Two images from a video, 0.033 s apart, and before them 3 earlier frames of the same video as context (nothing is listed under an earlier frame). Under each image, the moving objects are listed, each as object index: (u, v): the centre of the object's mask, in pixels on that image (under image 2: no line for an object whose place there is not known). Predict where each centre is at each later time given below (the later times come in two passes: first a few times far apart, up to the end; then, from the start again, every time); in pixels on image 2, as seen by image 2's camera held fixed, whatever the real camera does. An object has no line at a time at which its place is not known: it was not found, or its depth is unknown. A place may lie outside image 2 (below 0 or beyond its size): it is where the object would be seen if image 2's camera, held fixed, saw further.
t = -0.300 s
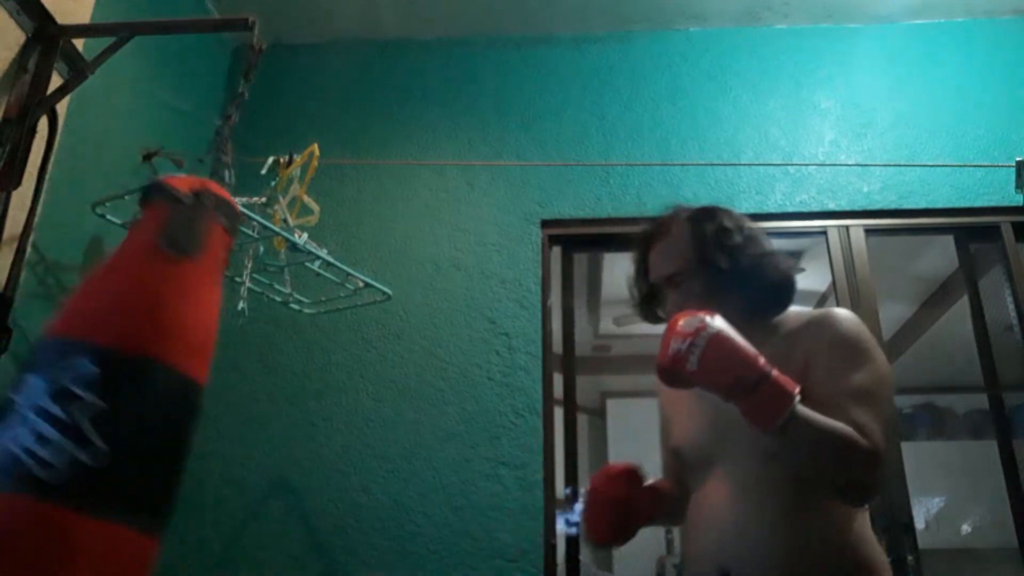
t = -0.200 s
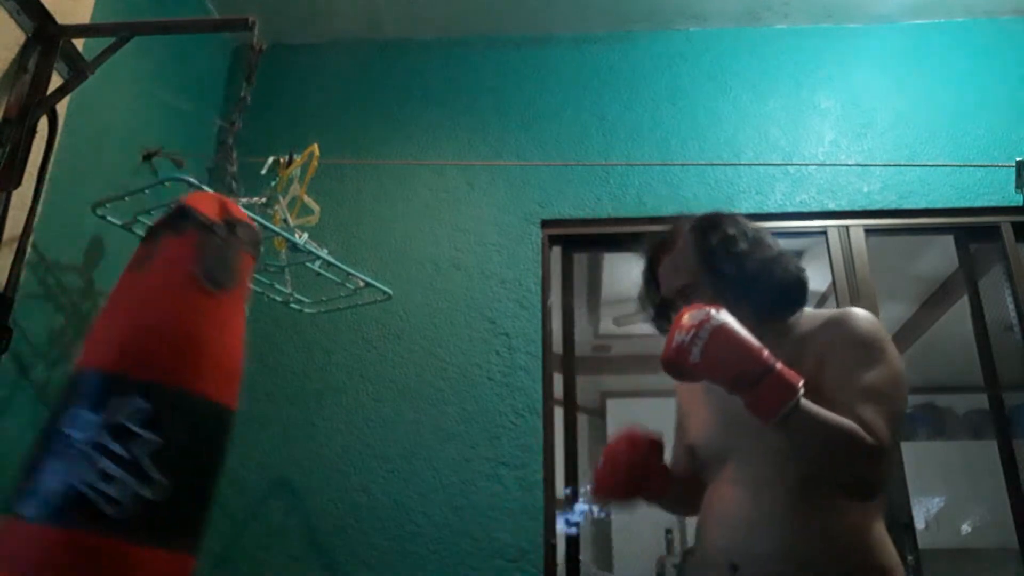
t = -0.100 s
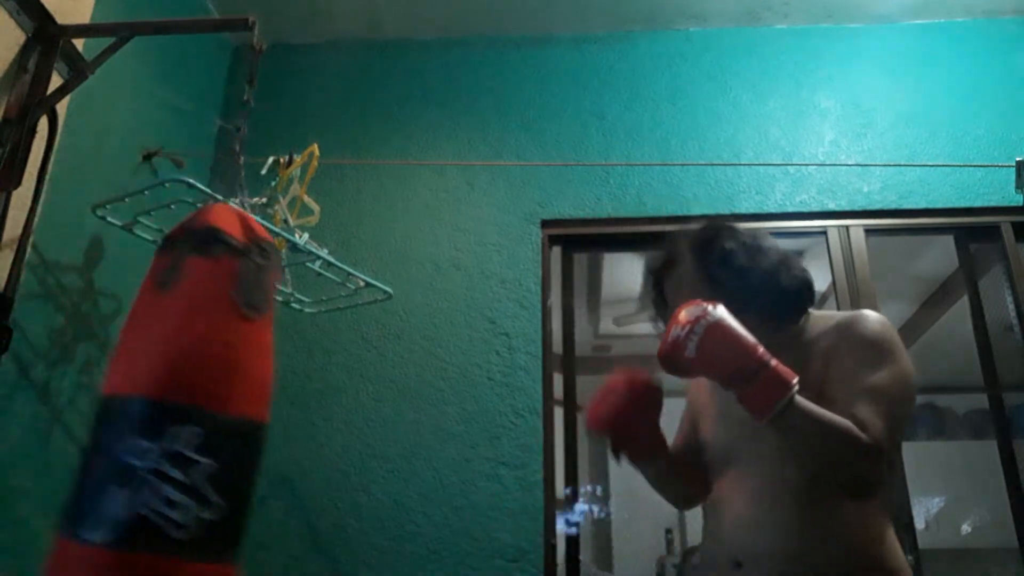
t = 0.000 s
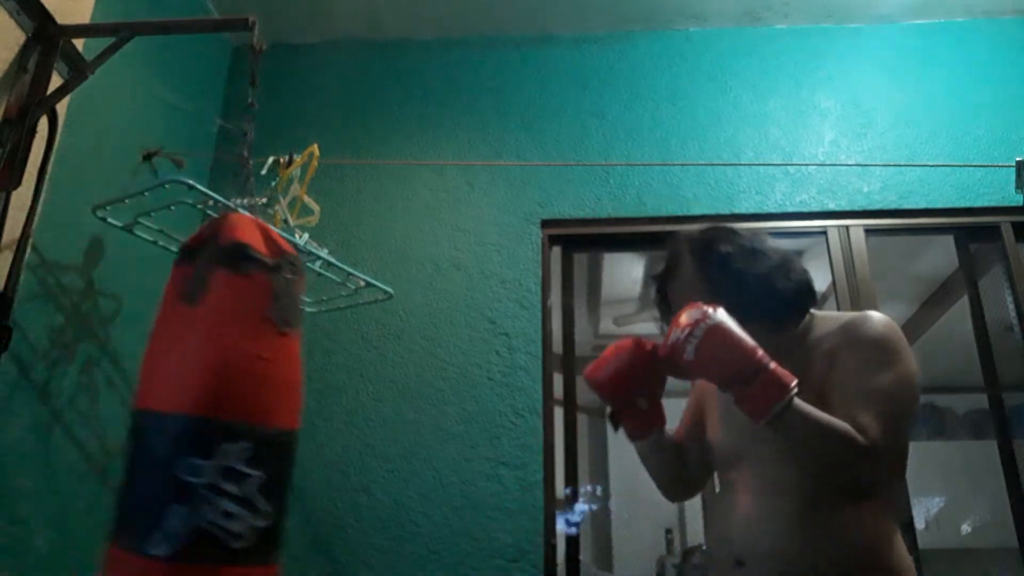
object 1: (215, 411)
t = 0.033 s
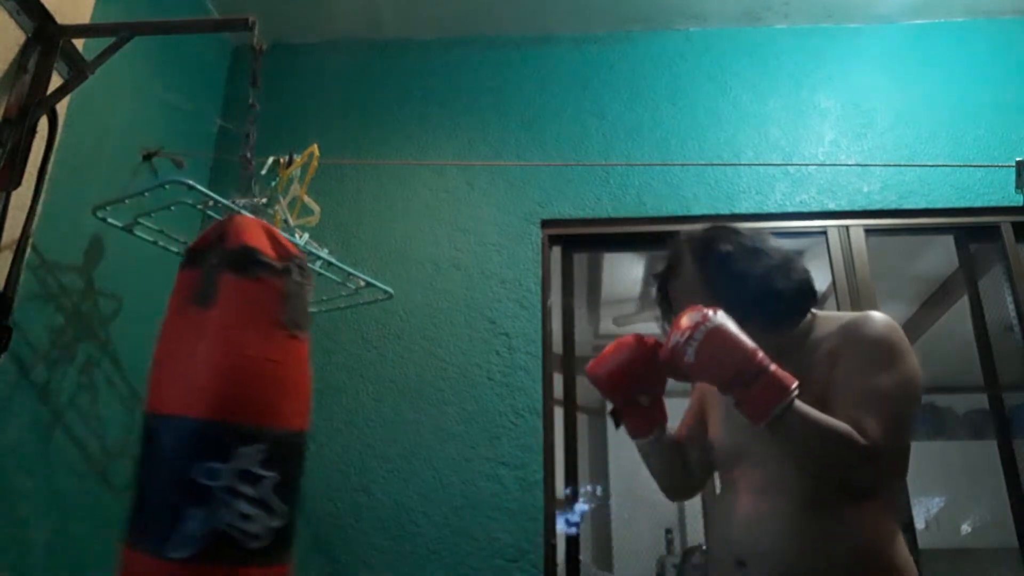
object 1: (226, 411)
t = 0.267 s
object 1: (280, 411)
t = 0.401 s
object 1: (297, 411)
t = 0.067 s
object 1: (235, 411)
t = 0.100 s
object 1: (243, 412)
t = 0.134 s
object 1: (252, 412)
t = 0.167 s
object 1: (260, 412)
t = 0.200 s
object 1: (268, 412)
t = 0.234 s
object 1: (274, 411)
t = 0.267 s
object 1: (280, 411)
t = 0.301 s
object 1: (285, 411)
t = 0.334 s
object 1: (290, 411)
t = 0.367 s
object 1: (294, 411)
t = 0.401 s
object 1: (297, 411)
